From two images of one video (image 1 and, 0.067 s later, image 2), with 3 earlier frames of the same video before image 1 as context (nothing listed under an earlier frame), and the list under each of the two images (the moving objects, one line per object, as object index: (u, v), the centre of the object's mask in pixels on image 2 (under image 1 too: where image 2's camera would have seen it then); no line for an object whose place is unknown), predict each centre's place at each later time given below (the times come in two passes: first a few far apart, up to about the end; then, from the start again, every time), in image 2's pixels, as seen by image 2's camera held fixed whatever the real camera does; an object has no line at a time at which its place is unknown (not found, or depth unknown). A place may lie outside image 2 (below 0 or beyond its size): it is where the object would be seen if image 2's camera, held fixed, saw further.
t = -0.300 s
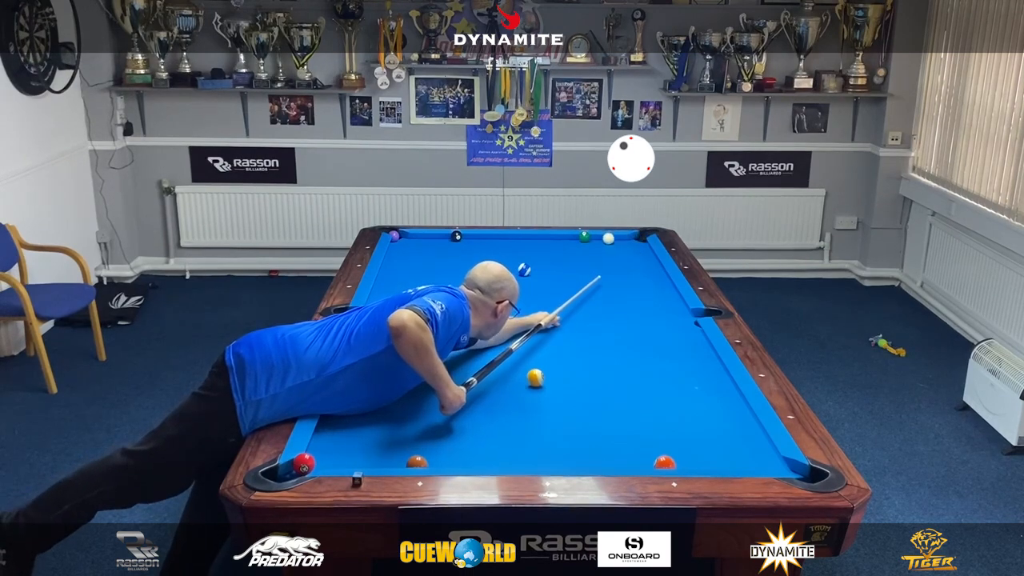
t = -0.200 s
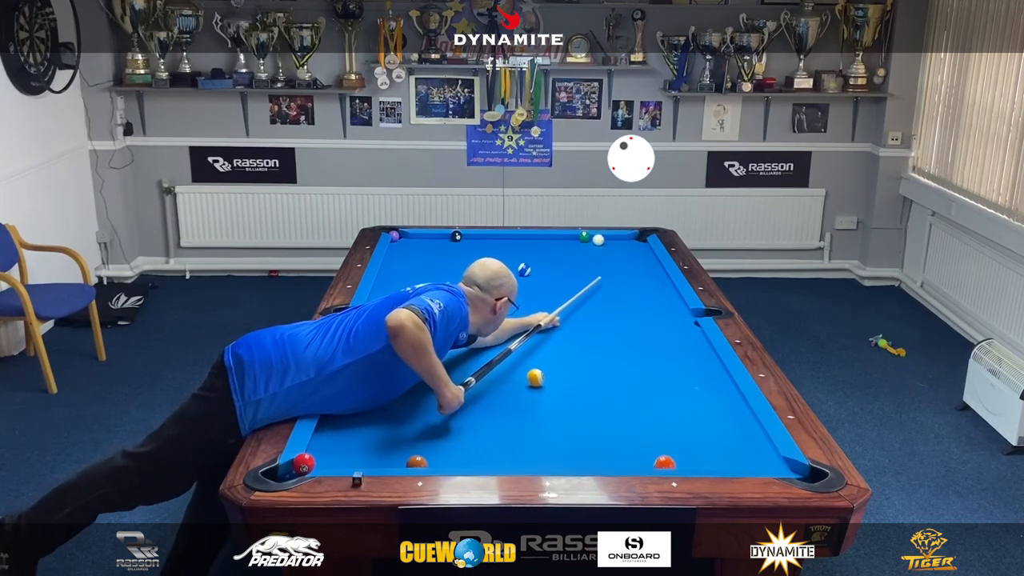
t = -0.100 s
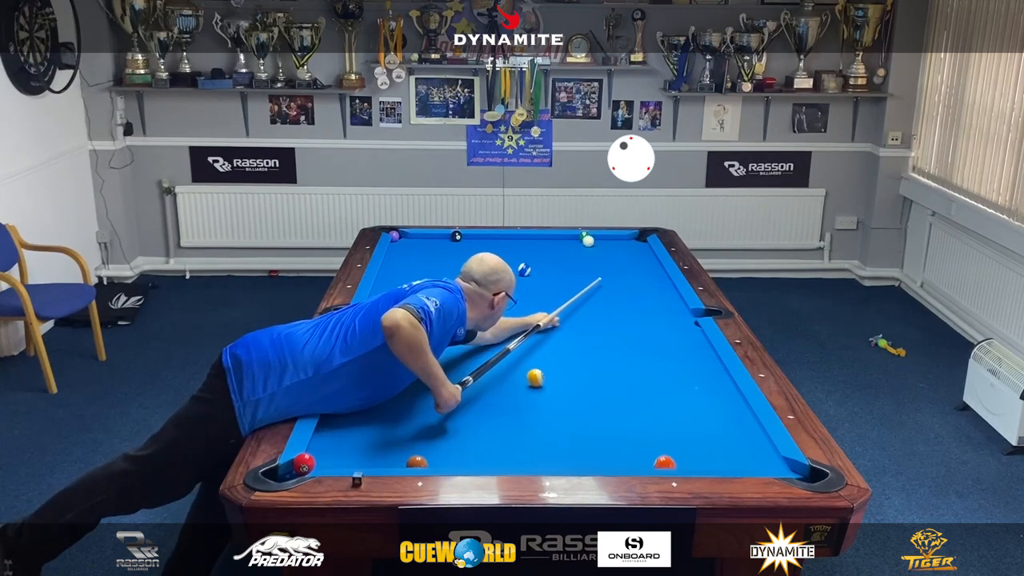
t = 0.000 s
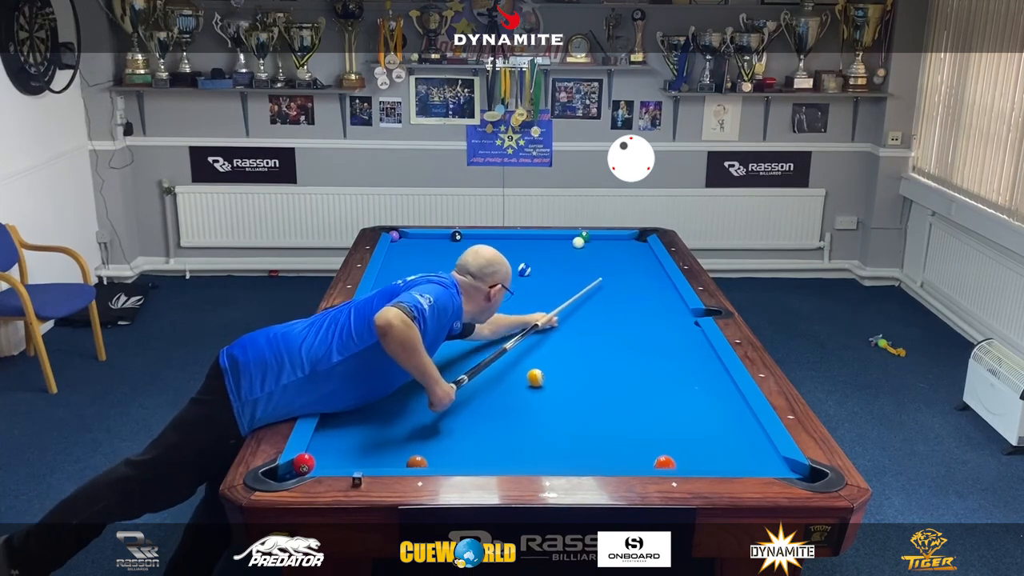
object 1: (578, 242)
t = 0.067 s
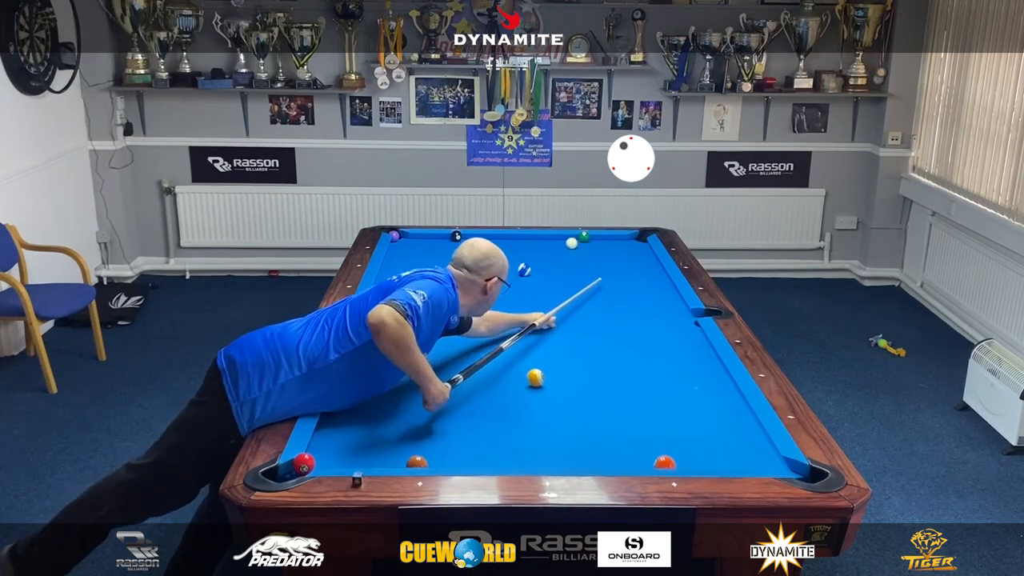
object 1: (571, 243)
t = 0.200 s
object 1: (558, 245)
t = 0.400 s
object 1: (539, 247)
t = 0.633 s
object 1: (516, 250)
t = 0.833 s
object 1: (497, 252)
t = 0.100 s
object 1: (568, 243)
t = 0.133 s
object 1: (565, 244)
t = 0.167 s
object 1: (561, 244)
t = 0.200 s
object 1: (558, 245)
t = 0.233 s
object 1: (555, 245)
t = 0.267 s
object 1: (552, 245)
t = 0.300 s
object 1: (548, 246)
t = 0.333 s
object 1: (545, 246)
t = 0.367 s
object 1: (542, 247)
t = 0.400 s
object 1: (539, 247)
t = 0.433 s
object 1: (535, 247)
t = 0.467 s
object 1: (532, 248)
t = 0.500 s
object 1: (529, 248)
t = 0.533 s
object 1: (526, 249)
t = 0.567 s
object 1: (522, 249)
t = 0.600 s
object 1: (519, 249)
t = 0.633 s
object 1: (516, 250)
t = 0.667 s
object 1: (513, 250)
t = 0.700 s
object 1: (509, 251)
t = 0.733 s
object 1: (506, 251)
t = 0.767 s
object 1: (503, 252)
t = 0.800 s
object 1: (500, 252)
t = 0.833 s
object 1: (497, 252)
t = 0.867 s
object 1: (494, 253)
